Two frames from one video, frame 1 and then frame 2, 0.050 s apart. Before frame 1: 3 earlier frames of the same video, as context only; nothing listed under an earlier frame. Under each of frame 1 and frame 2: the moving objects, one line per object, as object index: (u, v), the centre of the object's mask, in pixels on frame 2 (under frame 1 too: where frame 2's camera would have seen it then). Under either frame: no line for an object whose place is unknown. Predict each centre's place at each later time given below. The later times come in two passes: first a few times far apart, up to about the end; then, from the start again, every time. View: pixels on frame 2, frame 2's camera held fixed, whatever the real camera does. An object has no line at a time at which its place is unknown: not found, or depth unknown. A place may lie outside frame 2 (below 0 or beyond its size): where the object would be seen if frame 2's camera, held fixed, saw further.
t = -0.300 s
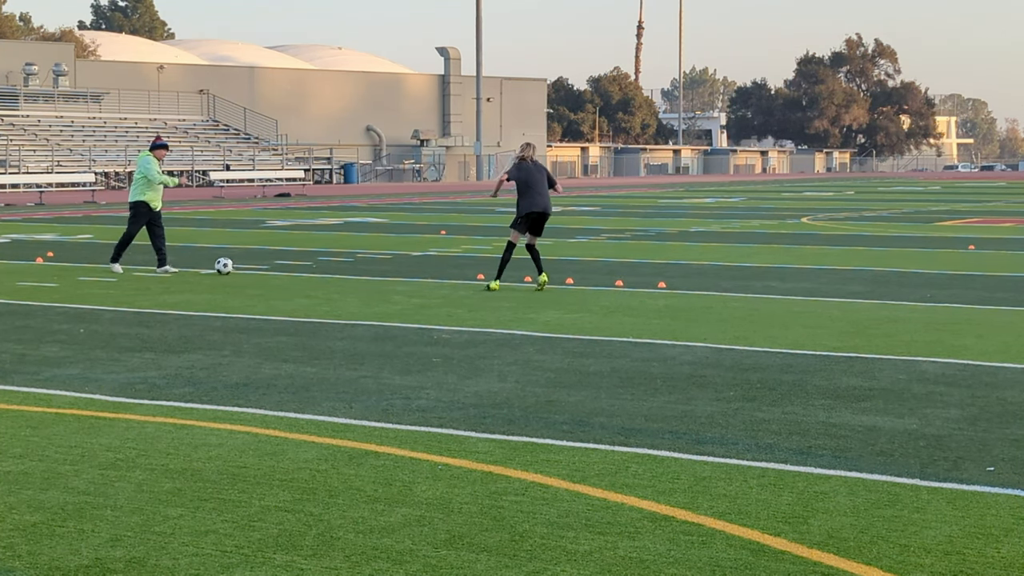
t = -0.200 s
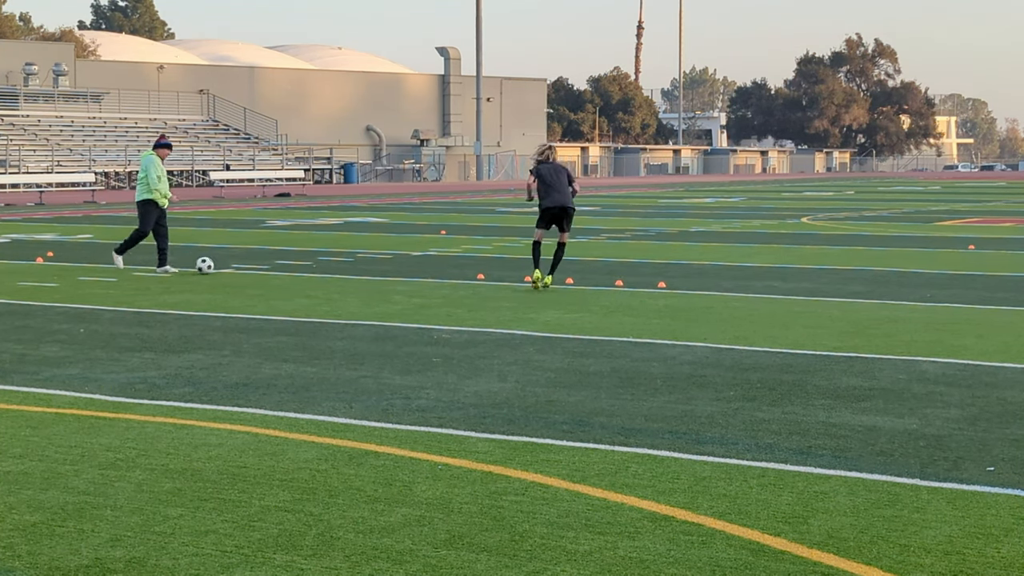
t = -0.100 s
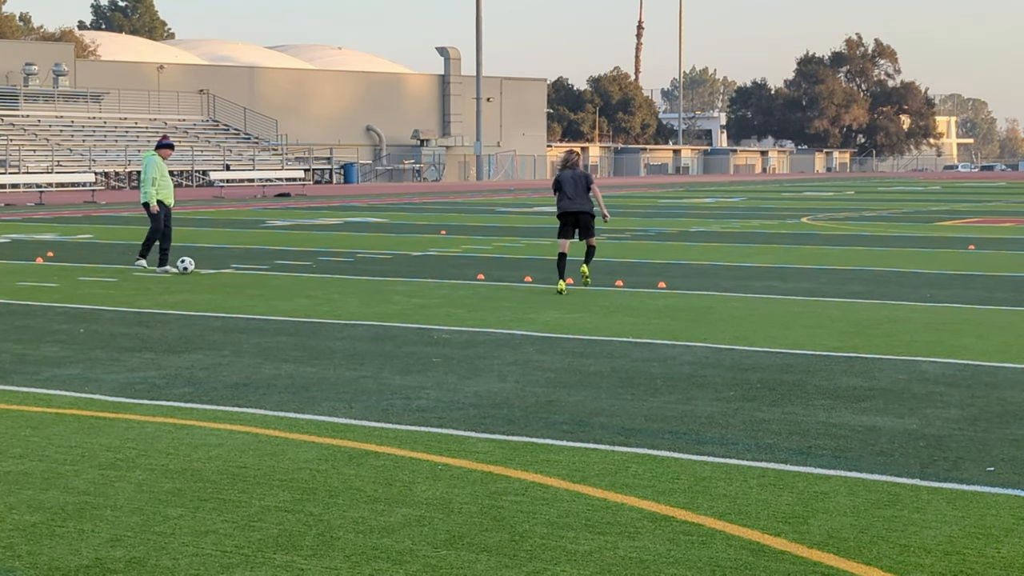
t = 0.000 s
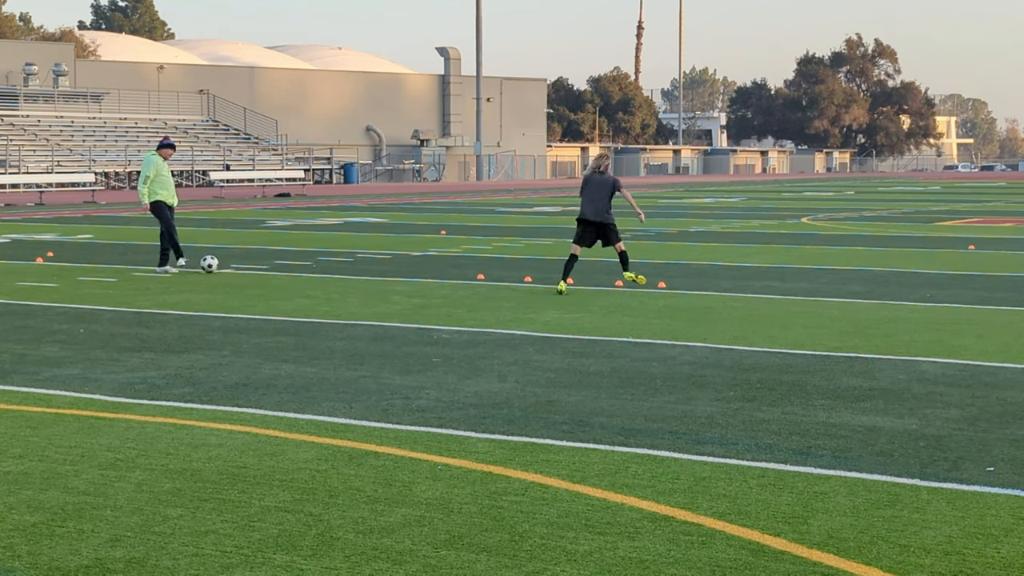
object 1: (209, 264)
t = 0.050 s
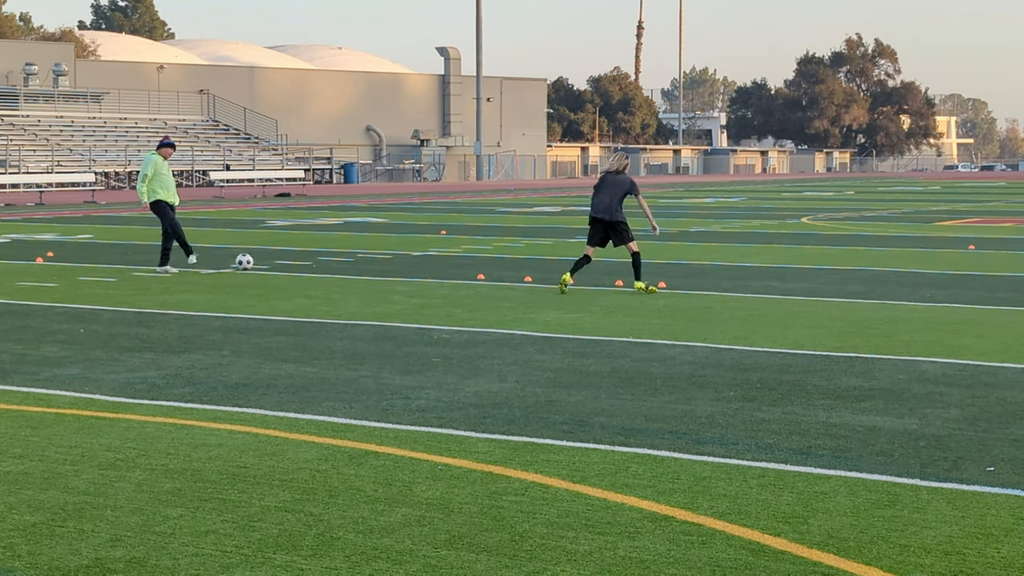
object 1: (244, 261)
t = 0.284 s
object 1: (384, 257)
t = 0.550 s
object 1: (507, 252)
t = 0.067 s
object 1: (255, 260)
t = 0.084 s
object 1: (266, 260)
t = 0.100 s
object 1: (277, 259)
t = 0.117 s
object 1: (287, 258)
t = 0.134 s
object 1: (298, 258)
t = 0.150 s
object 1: (308, 258)
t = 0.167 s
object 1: (319, 258)
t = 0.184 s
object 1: (329, 258)
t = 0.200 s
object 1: (339, 259)
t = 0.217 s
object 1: (349, 260)
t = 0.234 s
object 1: (358, 260)
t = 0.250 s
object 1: (367, 258)
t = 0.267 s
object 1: (376, 257)
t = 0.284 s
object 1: (384, 257)
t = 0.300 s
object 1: (393, 256)
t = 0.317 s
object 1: (402, 256)
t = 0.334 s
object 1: (410, 256)
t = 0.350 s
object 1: (419, 256)
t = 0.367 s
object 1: (427, 256)
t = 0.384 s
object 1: (436, 257)
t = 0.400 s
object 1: (444, 258)
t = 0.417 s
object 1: (451, 257)
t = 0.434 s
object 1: (459, 255)
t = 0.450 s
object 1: (466, 255)
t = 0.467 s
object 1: (473, 254)
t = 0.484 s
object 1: (480, 253)
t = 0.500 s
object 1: (487, 252)
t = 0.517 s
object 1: (494, 252)
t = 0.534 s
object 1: (501, 252)
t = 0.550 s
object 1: (507, 252)
